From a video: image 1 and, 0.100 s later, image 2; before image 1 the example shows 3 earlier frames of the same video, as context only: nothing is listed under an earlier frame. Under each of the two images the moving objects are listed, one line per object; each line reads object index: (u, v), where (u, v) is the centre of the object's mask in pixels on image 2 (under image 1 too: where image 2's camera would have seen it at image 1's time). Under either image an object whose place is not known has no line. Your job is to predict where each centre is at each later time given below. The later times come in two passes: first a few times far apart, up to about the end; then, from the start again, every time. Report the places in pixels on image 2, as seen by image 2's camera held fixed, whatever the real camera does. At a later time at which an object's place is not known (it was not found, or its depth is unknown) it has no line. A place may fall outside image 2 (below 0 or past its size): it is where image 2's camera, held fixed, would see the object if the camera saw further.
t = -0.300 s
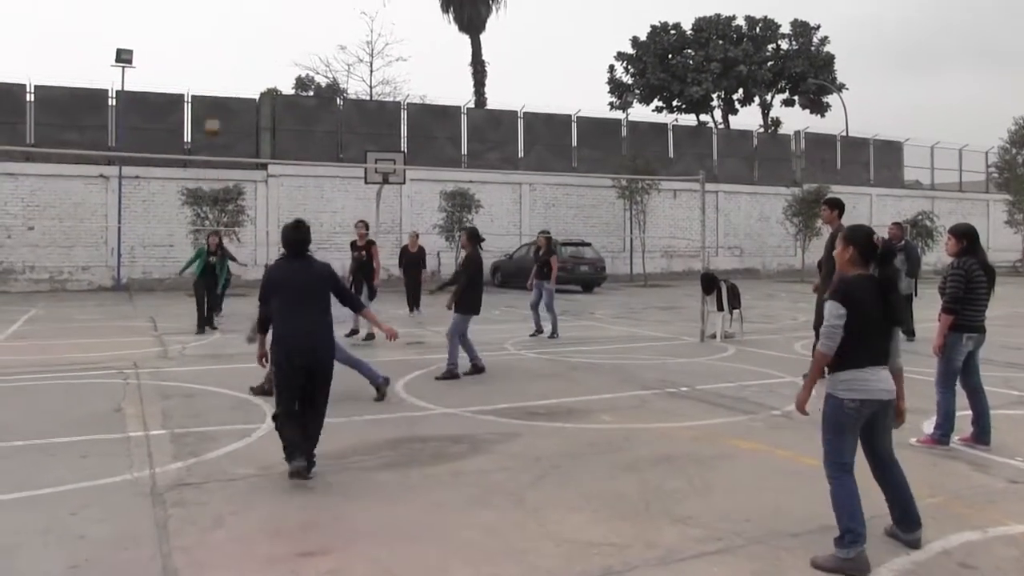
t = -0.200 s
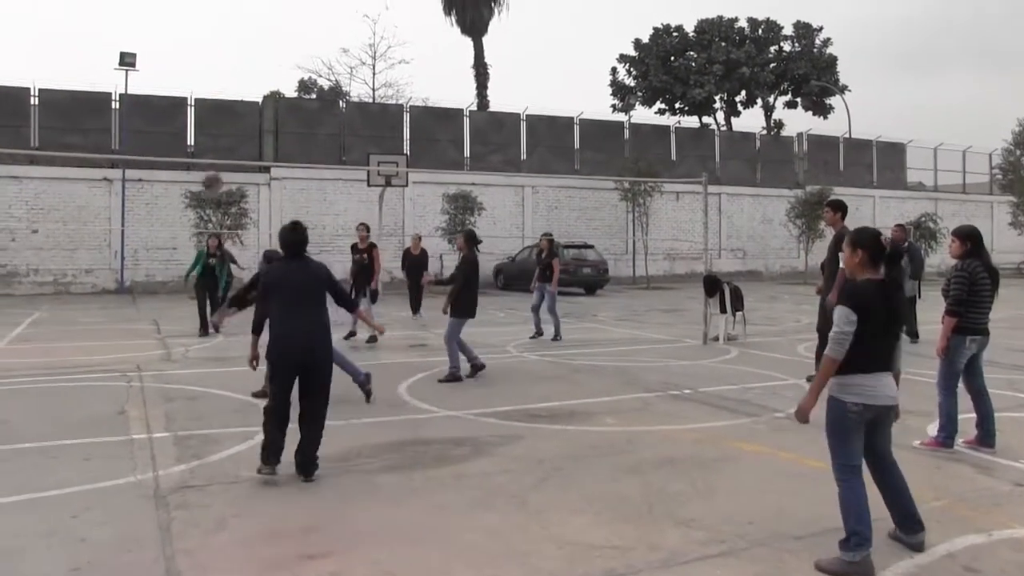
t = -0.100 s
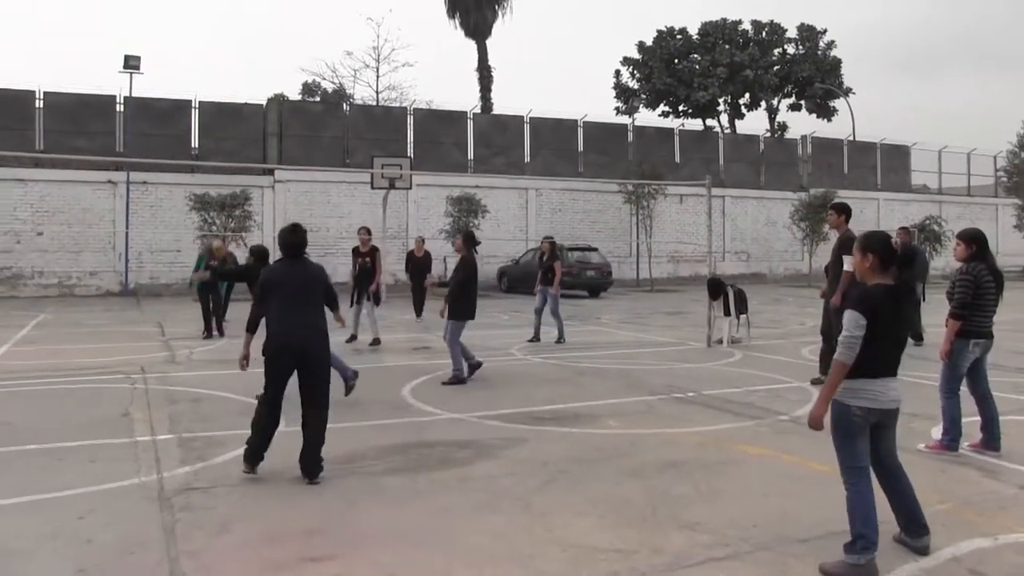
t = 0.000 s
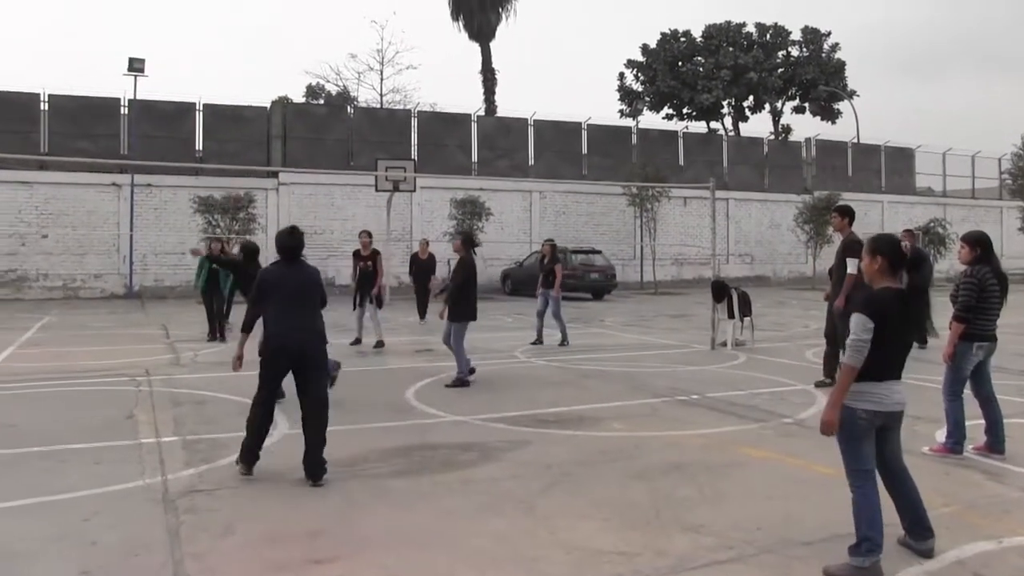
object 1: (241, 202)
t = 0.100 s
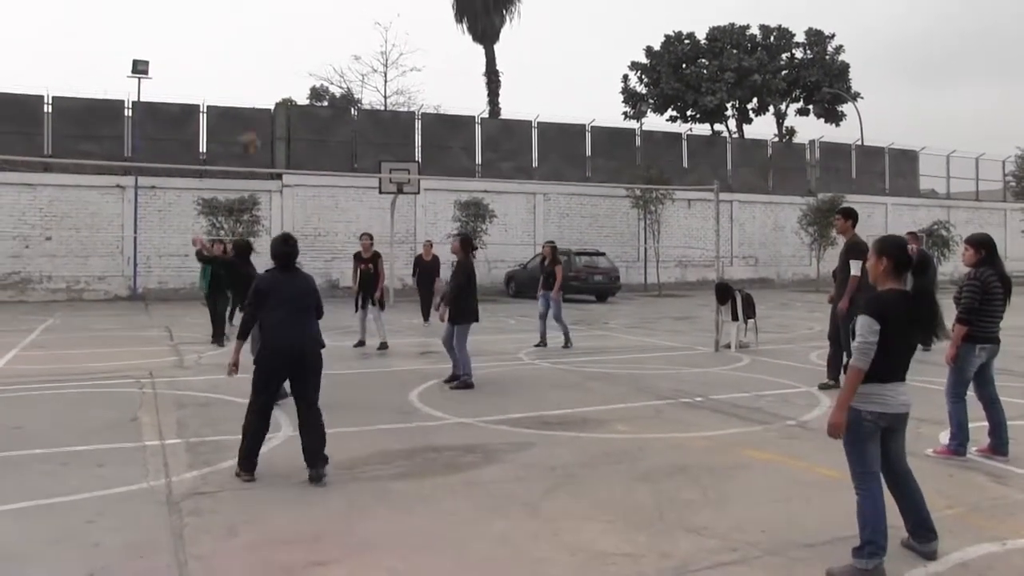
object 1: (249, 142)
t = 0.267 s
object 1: (271, 75)
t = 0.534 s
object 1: (301, 31)
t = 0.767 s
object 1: (324, 47)
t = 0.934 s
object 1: (338, 84)
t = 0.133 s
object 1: (253, 126)
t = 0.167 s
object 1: (259, 107)
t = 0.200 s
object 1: (262, 98)
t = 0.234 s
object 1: (267, 86)
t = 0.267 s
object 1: (271, 75)
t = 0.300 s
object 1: (275, 65)
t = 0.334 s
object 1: (279, 57)
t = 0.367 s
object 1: (283, 50)
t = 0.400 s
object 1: (287, 44)
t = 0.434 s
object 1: (290, 39)
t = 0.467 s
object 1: (294, 35)
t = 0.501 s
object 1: (298, 33)
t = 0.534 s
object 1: (301, 31)
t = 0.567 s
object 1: (305, 30)
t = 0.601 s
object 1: (308, 31)
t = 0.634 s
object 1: (312, 32)
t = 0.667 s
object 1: (315, 35)
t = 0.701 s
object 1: (318, 38)
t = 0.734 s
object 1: (321, 42)
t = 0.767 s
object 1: (324, 47)
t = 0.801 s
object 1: (327, 53)
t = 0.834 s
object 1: (330, 59)
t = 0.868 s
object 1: (333, 67)
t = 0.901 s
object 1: (335, 75)
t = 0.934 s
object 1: (338, 84)
